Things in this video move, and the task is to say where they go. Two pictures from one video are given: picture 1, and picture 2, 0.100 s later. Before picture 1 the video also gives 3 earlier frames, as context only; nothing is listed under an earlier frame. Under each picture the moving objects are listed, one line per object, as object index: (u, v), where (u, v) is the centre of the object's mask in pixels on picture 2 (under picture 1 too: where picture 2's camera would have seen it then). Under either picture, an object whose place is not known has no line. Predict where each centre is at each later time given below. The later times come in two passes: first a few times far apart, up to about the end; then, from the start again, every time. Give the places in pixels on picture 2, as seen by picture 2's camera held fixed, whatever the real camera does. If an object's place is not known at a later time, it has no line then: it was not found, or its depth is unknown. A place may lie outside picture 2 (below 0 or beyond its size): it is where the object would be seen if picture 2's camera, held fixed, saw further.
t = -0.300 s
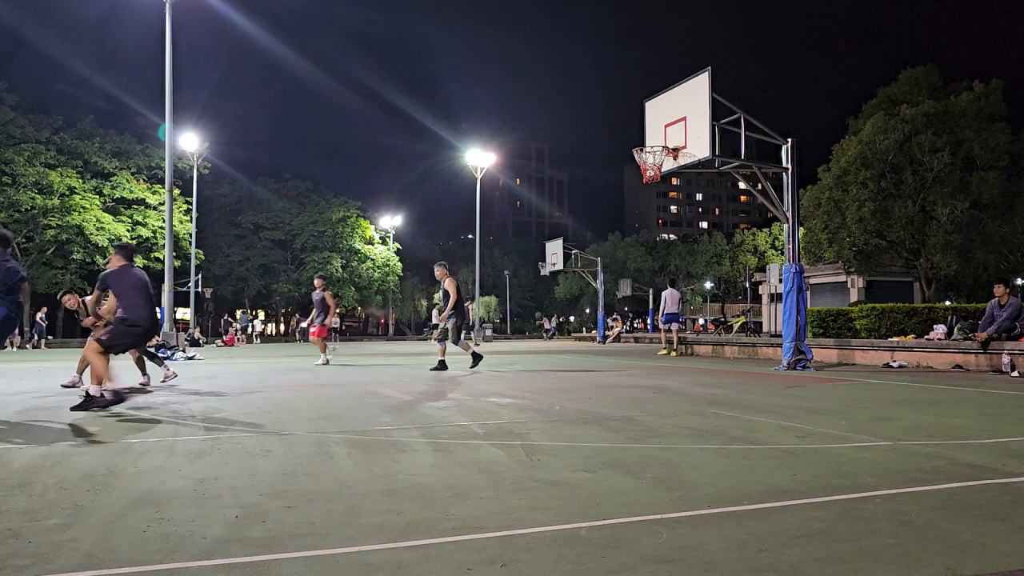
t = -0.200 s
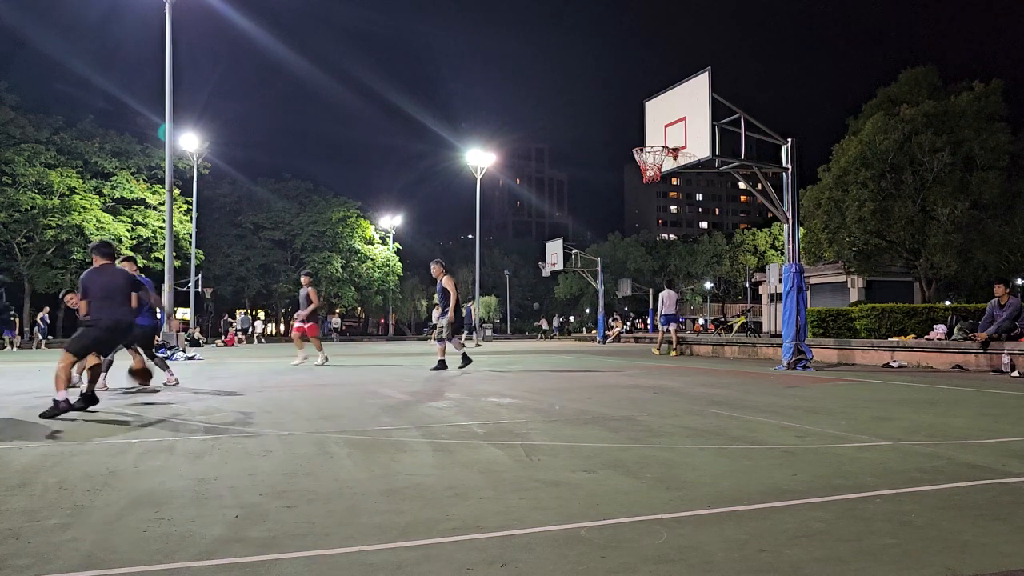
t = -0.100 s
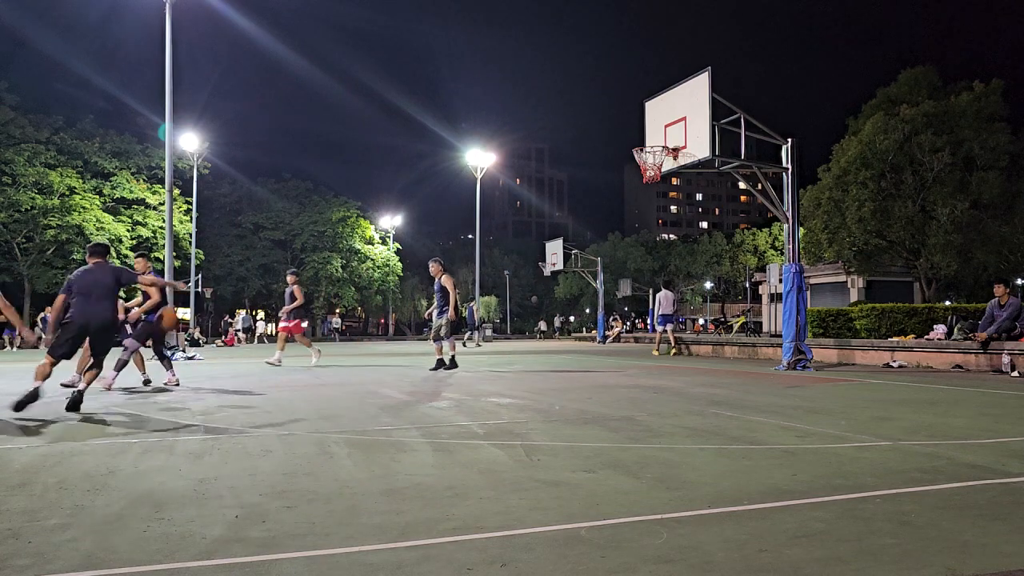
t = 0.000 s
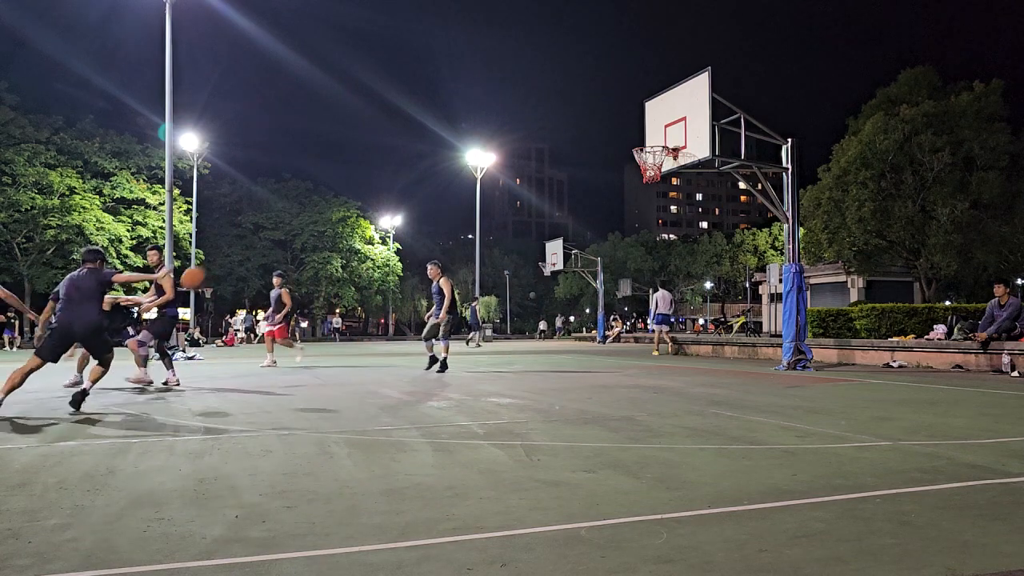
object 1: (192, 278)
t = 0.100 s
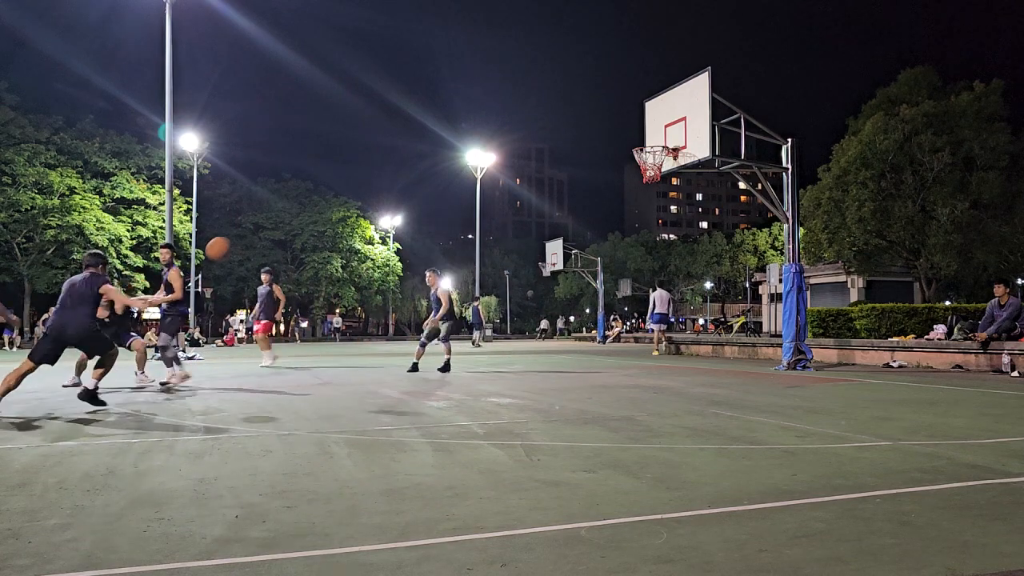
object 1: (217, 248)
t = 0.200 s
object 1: (242, 230)
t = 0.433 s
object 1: (293, 224)
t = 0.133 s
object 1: (226, 240)
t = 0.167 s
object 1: (234, 234)
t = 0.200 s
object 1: (242, 230)
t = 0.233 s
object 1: (249, 225)
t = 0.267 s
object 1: (257, 223)
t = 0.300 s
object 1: (264, 221)
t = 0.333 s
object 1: (272, 220)
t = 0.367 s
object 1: (279, 220)
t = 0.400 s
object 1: (286, 222)
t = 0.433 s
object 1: (293, 224)
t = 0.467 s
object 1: (300, 227)
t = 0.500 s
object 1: (308, 231)
